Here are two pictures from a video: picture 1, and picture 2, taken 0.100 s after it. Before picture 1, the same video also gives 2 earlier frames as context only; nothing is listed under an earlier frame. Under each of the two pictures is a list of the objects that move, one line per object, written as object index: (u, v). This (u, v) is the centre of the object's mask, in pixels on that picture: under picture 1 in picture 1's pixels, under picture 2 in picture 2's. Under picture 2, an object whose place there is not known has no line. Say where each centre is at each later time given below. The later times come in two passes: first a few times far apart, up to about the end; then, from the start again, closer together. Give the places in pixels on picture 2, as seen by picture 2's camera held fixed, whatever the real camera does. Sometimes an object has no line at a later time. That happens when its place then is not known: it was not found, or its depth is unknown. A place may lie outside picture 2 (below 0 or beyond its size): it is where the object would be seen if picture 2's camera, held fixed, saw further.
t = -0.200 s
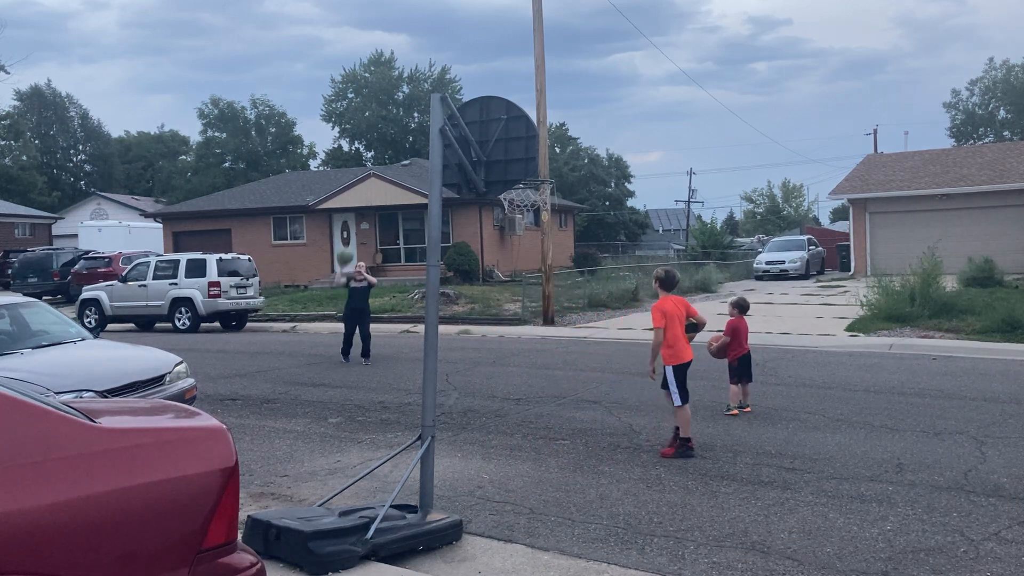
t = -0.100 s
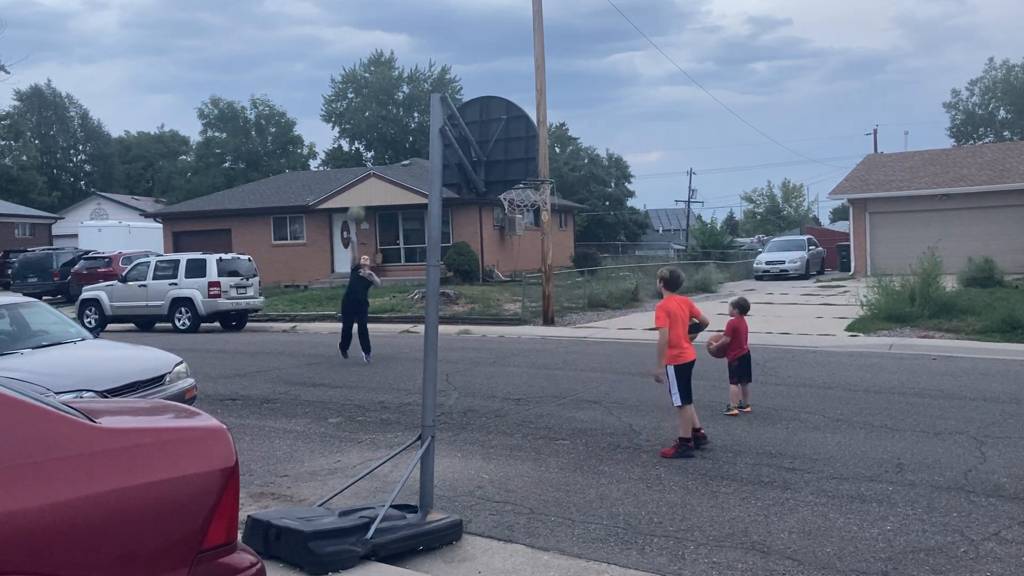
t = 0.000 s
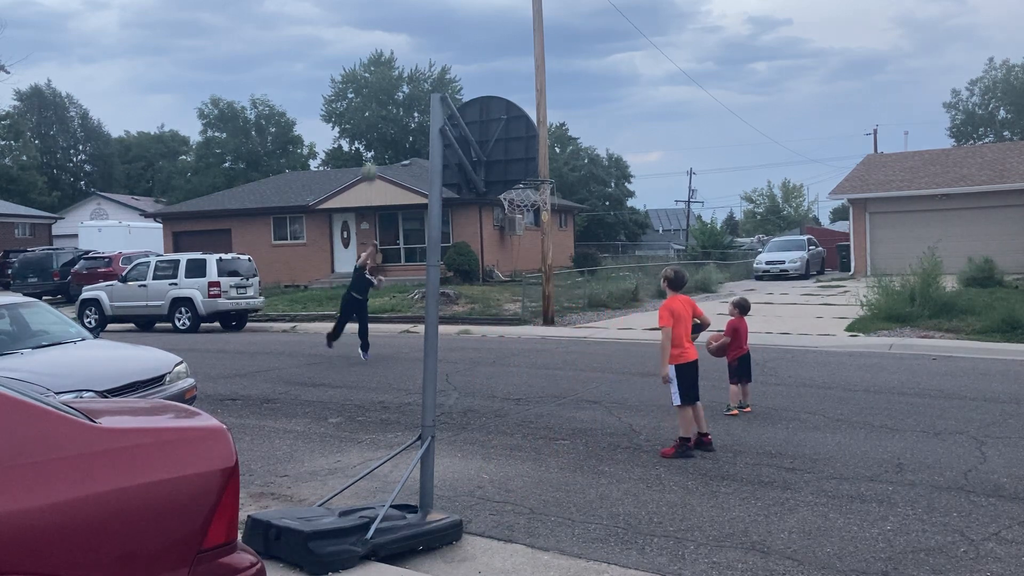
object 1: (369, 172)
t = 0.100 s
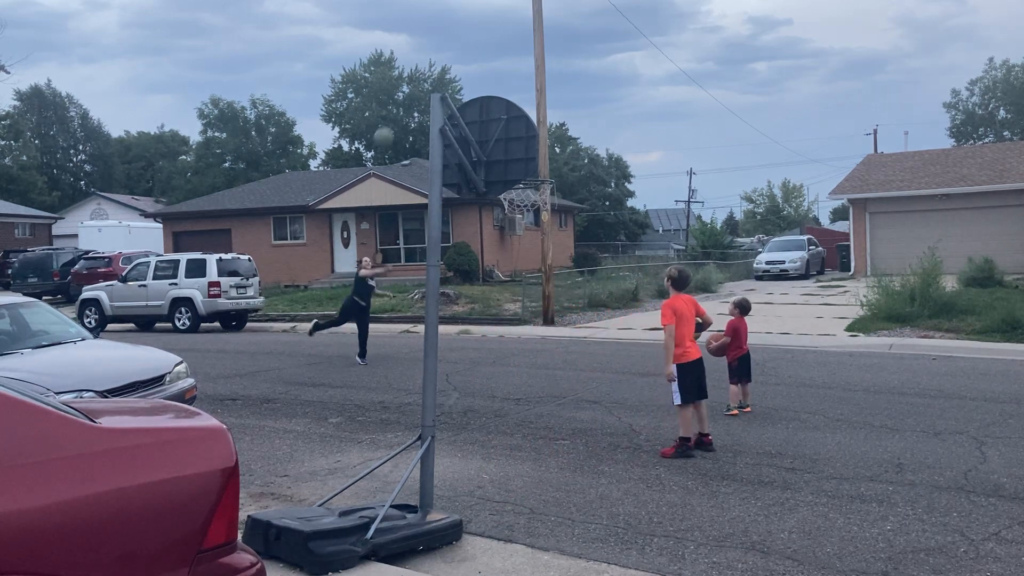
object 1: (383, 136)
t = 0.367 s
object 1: (428, 69)
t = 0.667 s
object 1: (493, 57)
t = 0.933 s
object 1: (569, 126)
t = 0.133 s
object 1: (388, 125)
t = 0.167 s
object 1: (393, 114)
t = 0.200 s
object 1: (399, 105)
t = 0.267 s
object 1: (410, 87)
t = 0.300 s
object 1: (416, 81)
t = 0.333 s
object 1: (422, 76)
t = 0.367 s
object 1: (428, 69)
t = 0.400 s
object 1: (435, 64)
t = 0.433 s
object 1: (442, 60)
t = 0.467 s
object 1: (449, 57)
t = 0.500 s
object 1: (456, 54)
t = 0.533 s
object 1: (463, 53)
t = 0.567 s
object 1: (471, 53)
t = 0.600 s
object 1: (478, 53)
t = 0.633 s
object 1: (486, 55)
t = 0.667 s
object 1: (493, 57)
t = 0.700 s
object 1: (502, 62)
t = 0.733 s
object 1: (511, 67)
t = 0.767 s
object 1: (520, 73)
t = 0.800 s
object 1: (529, 81)
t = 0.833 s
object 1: (539, 90)
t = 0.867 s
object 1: (548, 101)
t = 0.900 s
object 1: (559, 113)
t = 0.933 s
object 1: (569, 126)
